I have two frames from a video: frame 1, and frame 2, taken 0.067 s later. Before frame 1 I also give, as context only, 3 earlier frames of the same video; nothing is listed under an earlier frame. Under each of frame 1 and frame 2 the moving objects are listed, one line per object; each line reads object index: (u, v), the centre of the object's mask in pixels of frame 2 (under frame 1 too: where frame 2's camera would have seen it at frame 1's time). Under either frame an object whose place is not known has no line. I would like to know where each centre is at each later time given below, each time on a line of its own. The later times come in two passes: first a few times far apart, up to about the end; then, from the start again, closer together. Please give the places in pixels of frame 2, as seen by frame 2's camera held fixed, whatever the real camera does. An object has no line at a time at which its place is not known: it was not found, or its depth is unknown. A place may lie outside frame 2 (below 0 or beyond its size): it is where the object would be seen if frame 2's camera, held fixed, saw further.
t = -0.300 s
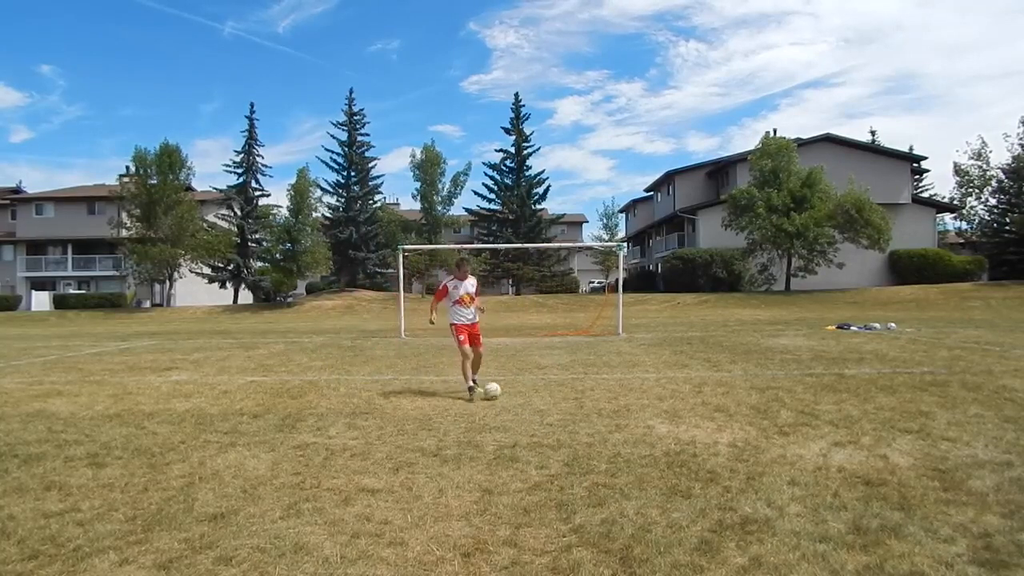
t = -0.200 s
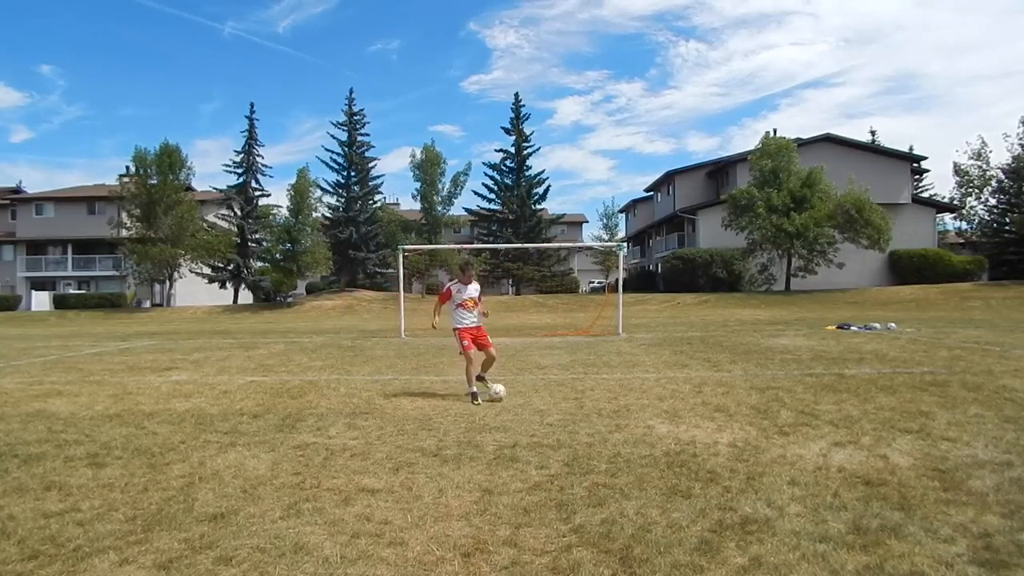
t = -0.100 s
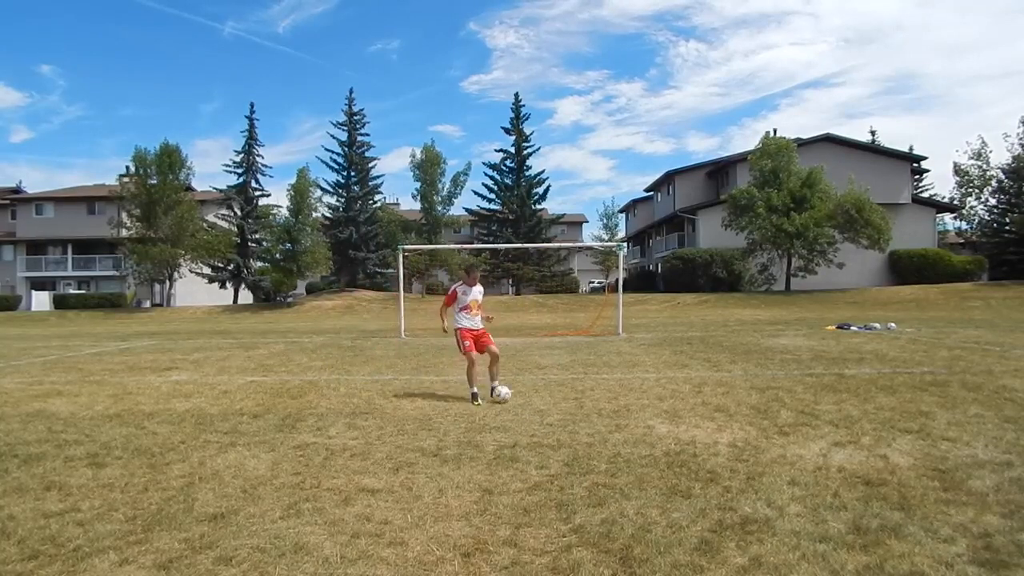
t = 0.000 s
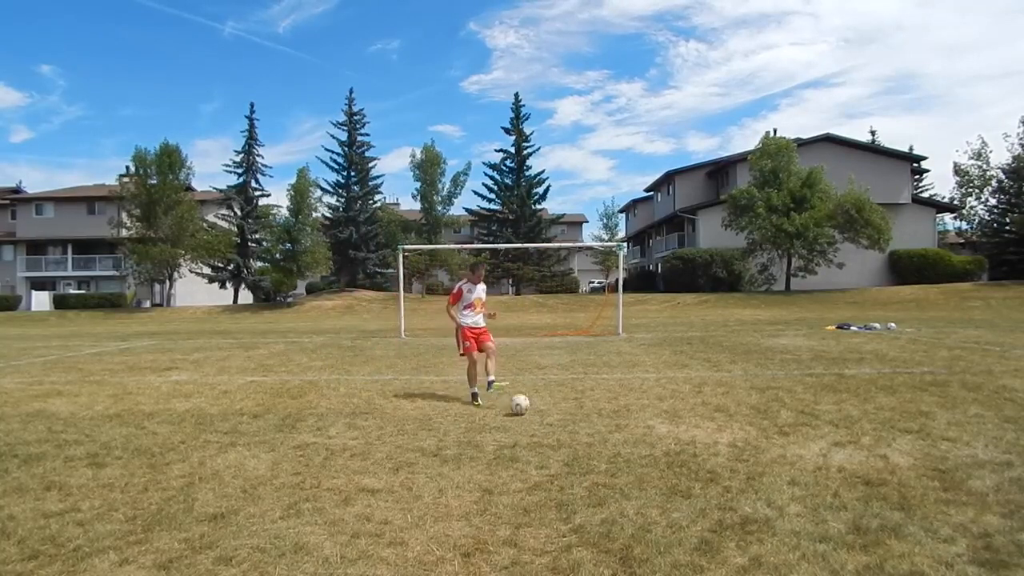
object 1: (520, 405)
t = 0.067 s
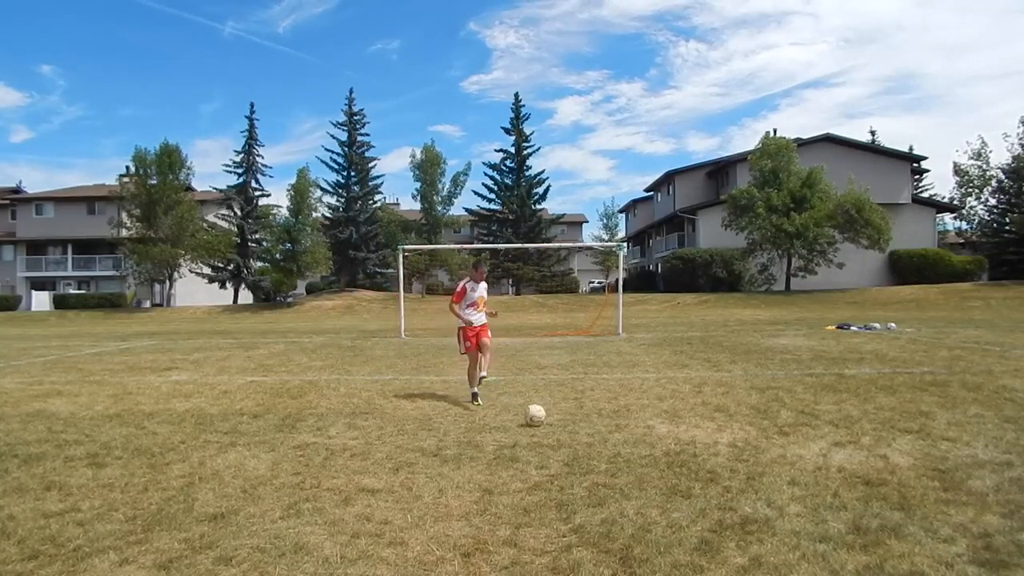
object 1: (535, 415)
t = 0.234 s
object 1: (582, 446)
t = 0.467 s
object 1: (685, 514)
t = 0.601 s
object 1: (772, 563)
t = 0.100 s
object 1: (542, 422)
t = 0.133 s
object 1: (551, 427)
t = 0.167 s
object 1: (561, 431)
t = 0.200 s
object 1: (570, 438)
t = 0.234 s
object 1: (582, 446)
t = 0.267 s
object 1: (592, 454)
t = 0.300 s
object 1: (605, 461)
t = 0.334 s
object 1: (618, 469)
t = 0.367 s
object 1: (632, 477)
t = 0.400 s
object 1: (649, 490)
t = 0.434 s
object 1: (667, 502)
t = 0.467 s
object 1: (685, 514)
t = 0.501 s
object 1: (702, 523)
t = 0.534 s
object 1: (725, 537)
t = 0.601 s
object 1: (772, 563)
